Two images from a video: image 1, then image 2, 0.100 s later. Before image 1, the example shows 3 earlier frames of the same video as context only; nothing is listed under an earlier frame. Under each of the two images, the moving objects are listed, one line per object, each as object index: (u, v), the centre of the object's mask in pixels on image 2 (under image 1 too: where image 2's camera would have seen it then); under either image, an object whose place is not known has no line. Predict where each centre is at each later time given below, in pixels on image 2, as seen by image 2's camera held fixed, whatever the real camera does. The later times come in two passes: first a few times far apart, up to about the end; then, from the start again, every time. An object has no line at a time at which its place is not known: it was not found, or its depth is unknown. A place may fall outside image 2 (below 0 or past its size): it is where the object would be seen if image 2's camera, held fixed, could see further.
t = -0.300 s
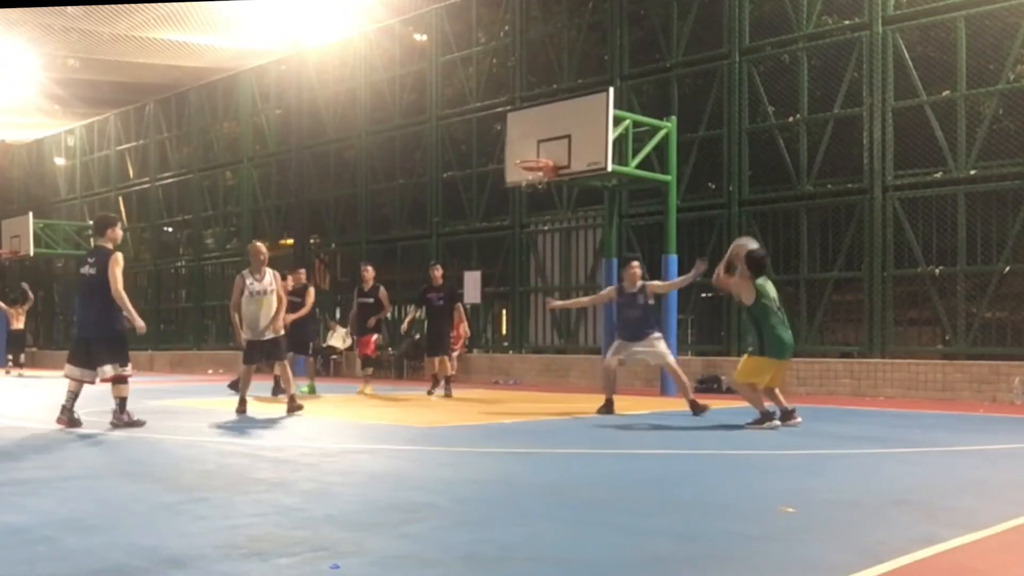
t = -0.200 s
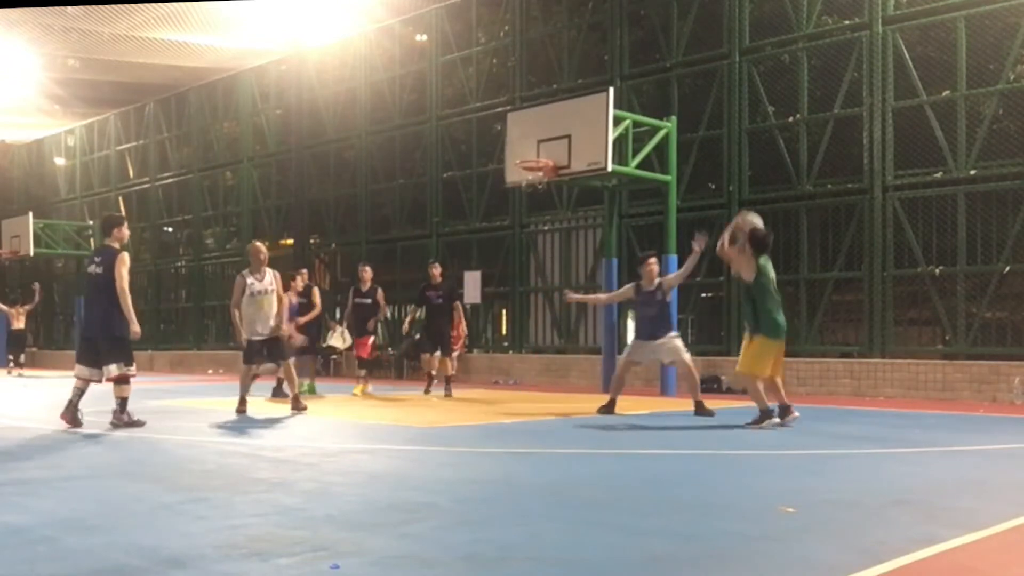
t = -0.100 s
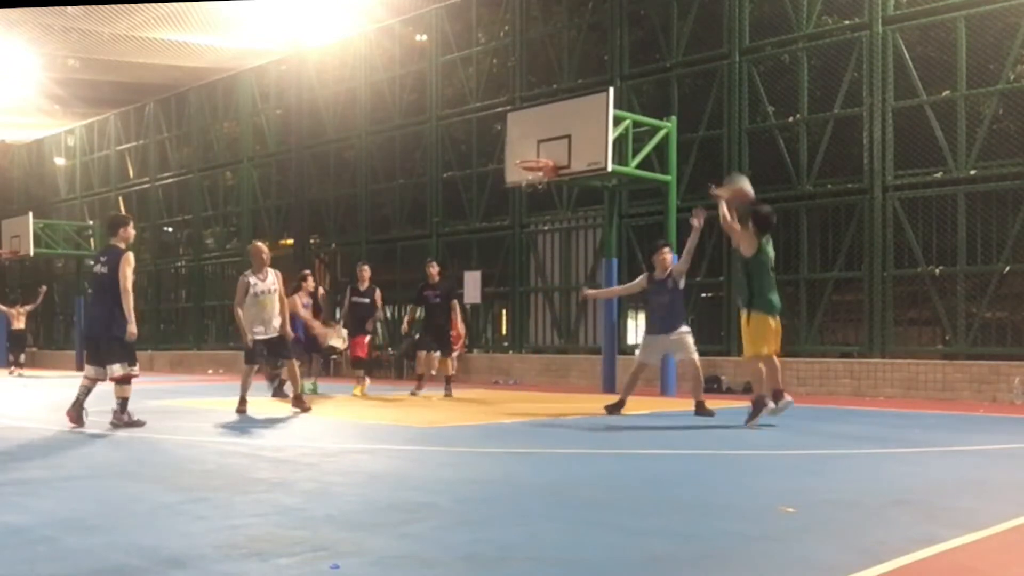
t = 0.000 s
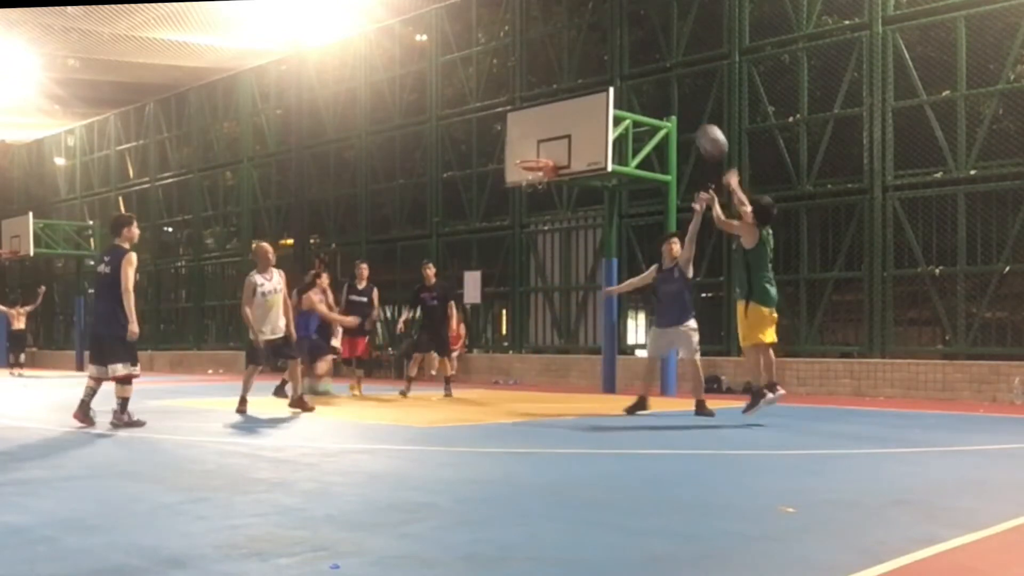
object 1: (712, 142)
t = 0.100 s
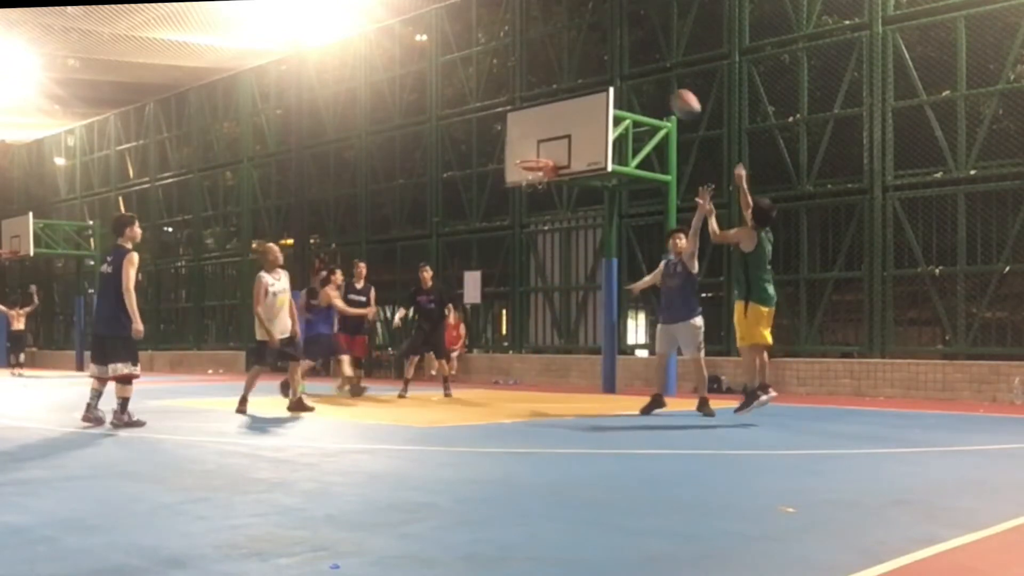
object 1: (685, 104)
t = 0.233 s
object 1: (654, 75)
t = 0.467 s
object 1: (607, 65)
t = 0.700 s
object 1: (568, 98)
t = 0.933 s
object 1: (533, 169)
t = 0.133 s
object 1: (677, 95)
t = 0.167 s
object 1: (669, 87)
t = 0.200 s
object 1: (662, 81)
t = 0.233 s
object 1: (654, 75)
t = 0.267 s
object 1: (646, 71)
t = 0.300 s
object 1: (639, 67)
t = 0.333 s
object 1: (632, 64)
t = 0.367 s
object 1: (625, 63)
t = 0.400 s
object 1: (619, 63)
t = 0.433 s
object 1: (613, 63)
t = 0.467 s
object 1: (607, 65)
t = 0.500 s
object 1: (600, 68)
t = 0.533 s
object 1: (594, 71)
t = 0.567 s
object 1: (589, 74)
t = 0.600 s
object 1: (583, 80)
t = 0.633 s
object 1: (577, 85)
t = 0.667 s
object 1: (573, 90)
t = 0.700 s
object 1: (568, 98)
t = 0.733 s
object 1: (563, 105)
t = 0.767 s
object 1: (557, 114)
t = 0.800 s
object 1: (553, 124)
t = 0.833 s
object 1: (548, 134)
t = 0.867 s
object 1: (543, 144)
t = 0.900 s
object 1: (540, 152)
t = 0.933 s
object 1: (533, 169)
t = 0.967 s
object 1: (531, 175)
